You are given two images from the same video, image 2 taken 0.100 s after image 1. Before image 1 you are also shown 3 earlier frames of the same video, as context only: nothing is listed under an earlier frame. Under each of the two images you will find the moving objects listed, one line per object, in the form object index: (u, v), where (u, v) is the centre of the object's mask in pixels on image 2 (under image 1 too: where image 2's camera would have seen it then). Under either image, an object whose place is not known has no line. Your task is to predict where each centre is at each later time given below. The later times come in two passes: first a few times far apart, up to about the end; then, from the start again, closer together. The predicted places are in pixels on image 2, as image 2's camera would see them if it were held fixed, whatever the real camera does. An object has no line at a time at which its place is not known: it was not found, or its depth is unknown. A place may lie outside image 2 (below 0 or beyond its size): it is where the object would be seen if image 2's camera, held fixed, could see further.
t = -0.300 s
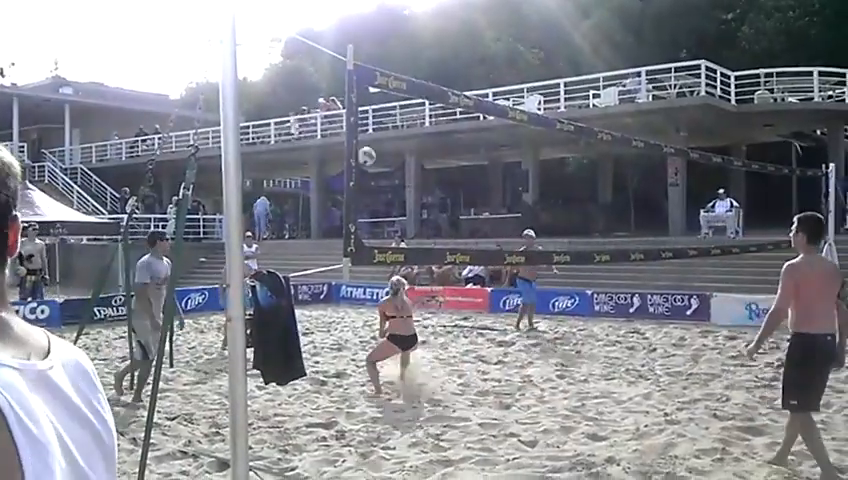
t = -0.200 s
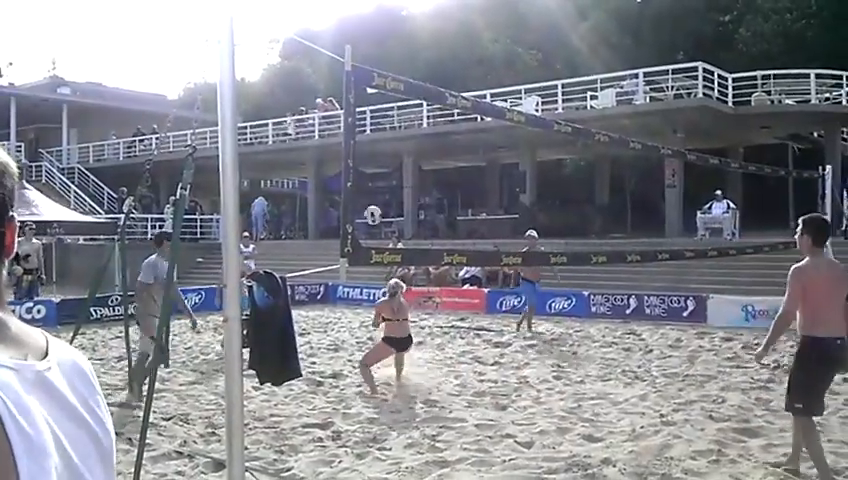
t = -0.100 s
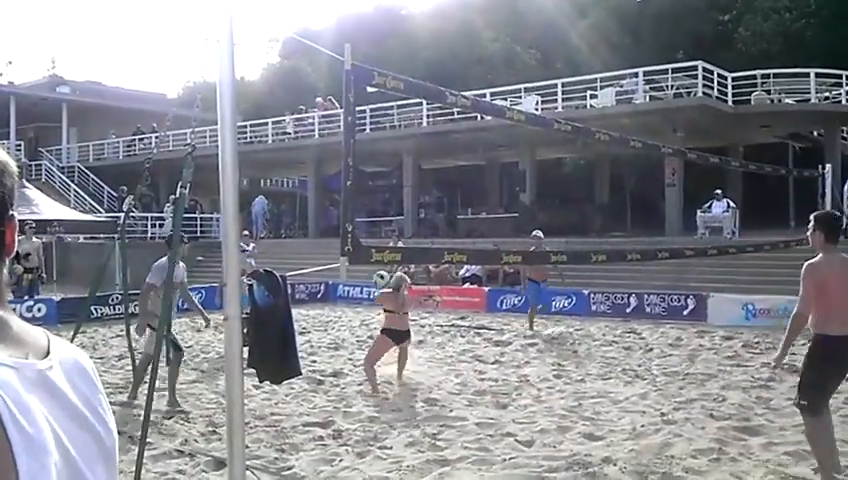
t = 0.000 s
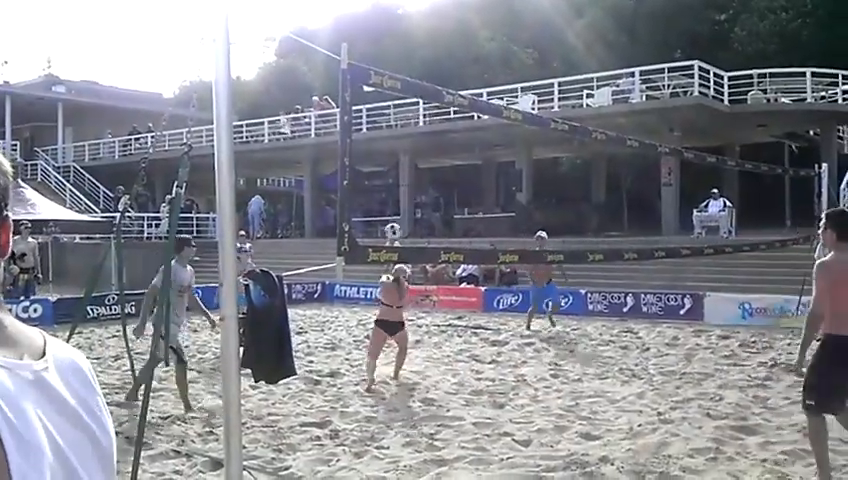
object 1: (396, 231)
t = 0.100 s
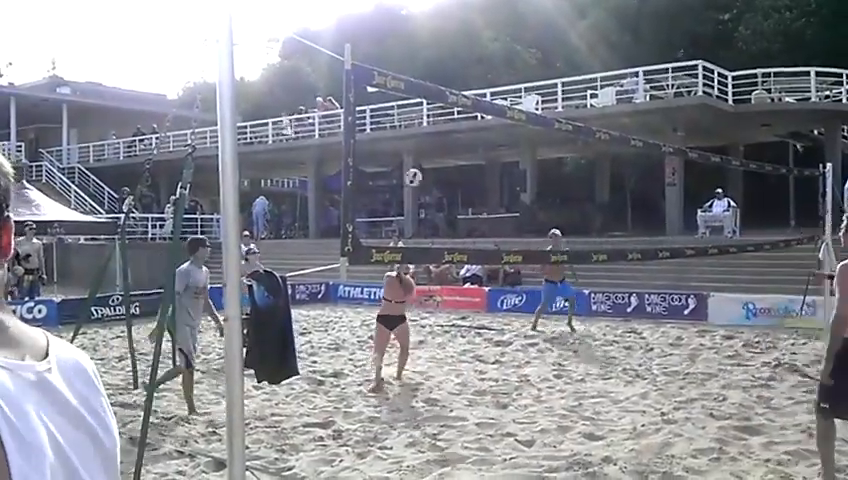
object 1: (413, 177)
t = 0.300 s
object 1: (450, 88)
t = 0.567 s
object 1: (494, 29)
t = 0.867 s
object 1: (544, 20)
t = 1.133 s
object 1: (590, 66)
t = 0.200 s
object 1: (430, 131)
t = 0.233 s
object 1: (435, 117)
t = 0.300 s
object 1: (450, 88)
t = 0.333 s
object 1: (455, 81)
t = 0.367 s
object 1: (462, 70)
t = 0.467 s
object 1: (477, 46)
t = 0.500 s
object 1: (484, 39)
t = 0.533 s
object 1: (489, 33)
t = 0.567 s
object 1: (494, 29)
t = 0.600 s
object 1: (499, 23)
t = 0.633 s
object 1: (503, 19)
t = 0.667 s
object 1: (510, 17)
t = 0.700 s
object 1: (516, 16)
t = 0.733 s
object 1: (522, 15)
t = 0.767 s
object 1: (526, 16)
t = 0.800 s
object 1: (532, 17)
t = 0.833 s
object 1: (537, 18)
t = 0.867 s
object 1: (544, 20)
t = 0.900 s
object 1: (550, 22)
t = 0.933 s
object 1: (555, 26)
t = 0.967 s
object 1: (560, 31)
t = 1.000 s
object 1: (567, 36)
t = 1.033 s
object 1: (574, 43)
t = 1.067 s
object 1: (579, 49)
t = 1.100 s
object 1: (585, 57)
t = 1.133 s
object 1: (590, 66)
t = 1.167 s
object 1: (596, 76)
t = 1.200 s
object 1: (600, 85)
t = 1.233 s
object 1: (606, 97)
